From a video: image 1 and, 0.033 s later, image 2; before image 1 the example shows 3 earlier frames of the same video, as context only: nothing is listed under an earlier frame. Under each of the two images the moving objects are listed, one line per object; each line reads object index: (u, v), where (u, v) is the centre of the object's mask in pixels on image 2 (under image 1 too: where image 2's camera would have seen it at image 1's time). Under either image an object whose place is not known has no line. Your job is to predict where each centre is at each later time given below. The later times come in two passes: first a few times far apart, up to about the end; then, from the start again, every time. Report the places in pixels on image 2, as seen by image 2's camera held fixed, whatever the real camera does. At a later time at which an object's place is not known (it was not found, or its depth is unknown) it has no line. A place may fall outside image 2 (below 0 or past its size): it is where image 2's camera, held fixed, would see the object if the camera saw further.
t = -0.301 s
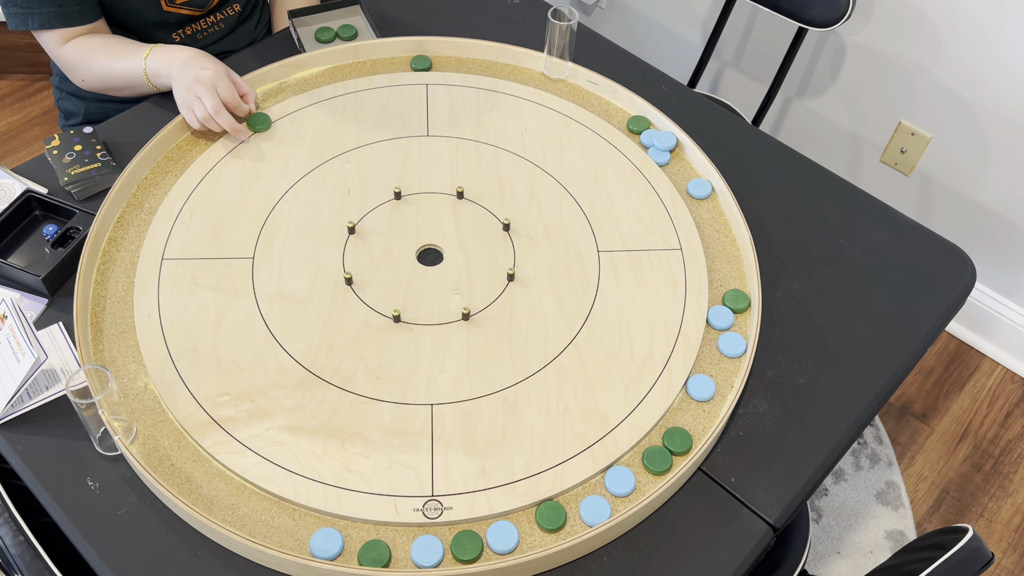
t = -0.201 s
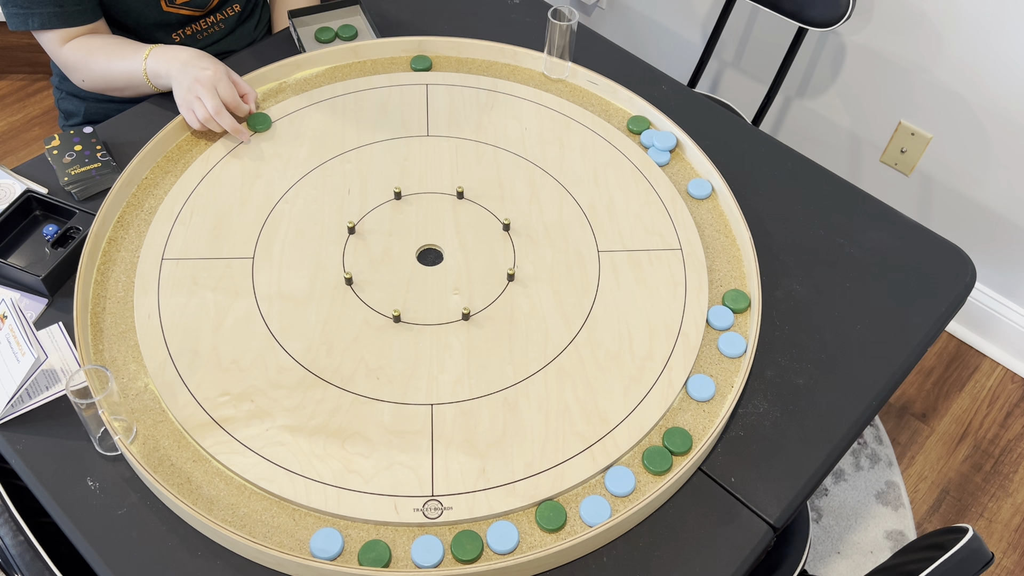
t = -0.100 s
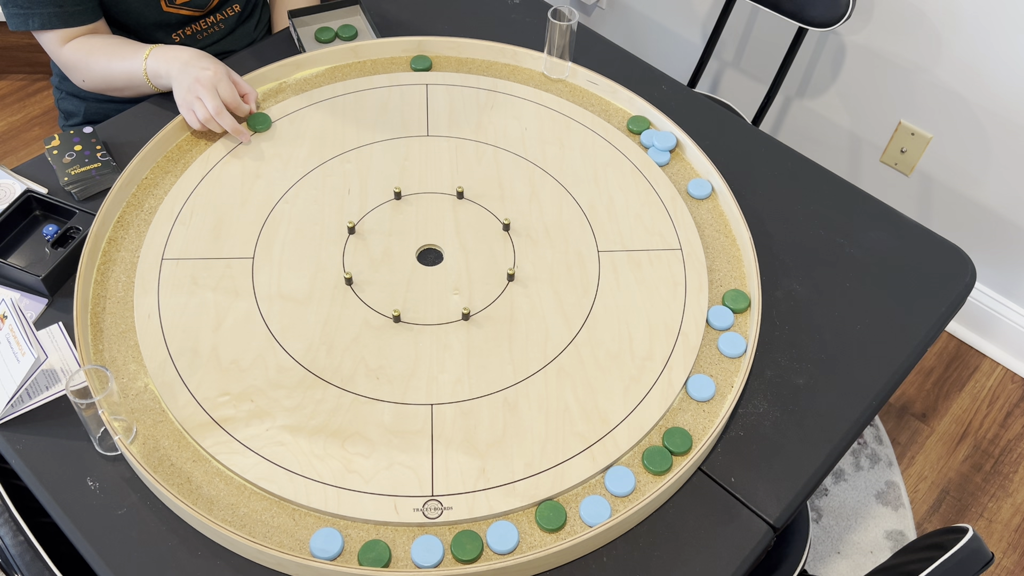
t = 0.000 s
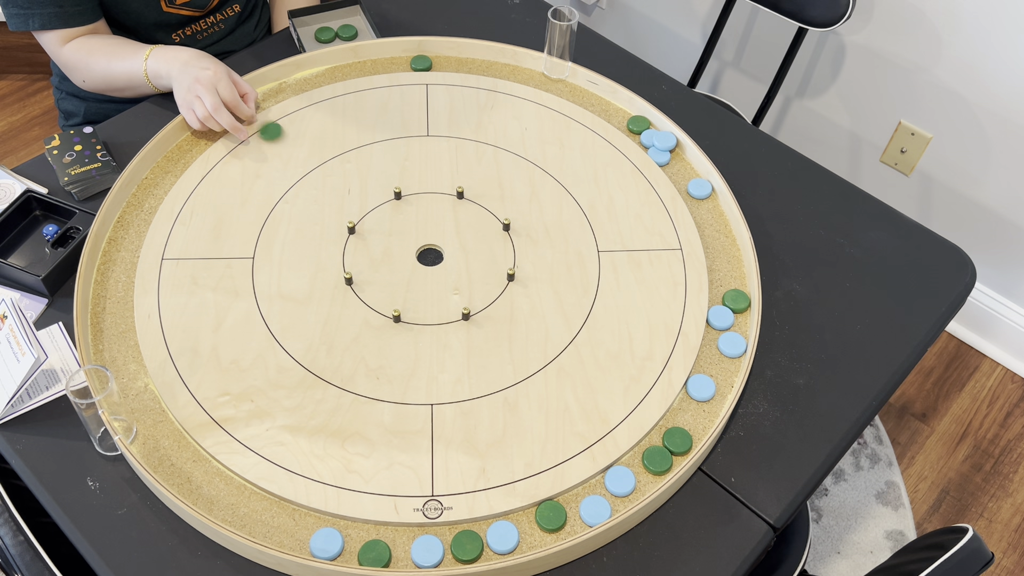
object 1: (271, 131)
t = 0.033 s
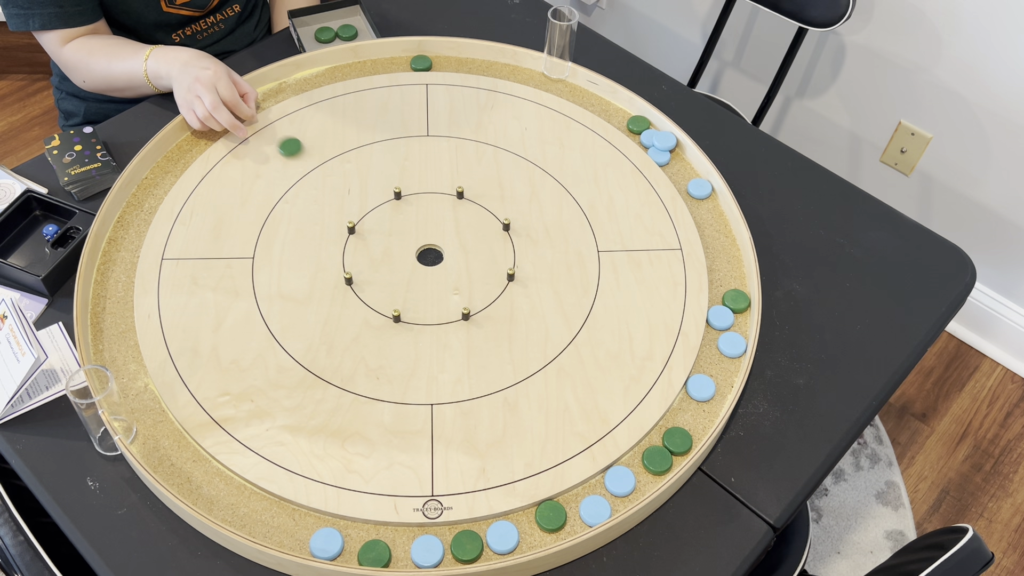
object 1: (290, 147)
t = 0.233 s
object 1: (403, 237)
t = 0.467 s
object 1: (492, 283)
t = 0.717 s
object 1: (550, 314)
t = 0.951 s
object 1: (571, 321)
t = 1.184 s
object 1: (568, 318)
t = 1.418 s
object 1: (567, 319)
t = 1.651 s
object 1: (567, 319)
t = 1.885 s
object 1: (567, 319)
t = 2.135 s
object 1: (567, 319)
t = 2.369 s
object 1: (567, 319)
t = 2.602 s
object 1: (567, 319)
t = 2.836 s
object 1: (567, 319)
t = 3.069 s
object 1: (567, 319)
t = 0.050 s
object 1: (300, 155)
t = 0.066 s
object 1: (309, 162)
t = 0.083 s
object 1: (319, 170)
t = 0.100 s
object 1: (329, 178)
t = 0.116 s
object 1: (339, 186)
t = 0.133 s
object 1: (348, 193)
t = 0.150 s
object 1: (358, 201)
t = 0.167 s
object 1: (367, 208)
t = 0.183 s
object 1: (376, 216)
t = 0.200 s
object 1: (386, 223)
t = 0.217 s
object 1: (394, 230)
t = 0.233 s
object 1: (403, 237)
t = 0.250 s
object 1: (412, 244)
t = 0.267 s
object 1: (422, 252)
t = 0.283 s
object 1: (430, 257)
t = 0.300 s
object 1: (436, 260)
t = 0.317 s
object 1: (442, 260)
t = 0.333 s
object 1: (448, 260)
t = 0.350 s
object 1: (454, 262)
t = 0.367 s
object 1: (459, 266)
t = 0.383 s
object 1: (465, 272)
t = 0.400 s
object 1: (471, 276)
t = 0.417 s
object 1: (476, 279)
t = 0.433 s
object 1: (482, 281)
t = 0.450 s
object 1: (487, 282)
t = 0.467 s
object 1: (492, 283)
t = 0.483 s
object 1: (496, 287)
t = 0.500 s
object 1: (502, 292)
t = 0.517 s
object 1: (506, 295)
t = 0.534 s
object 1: (511, 296)
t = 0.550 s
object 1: (515, 297)
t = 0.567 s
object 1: (520, 299)
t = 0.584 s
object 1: (524, 301)
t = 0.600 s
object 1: (528, 304)
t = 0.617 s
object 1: (531, 306)
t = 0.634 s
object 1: (535, 307)
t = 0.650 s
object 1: (539, 308)
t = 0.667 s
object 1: (542, 310)
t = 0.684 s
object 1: (545, 312)
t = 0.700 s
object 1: (548, 314)
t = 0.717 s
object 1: (550, 314)
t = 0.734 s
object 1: (553, 315)
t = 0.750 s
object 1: (555, 317)
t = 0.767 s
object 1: (557, 318)
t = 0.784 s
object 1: (559, 320)
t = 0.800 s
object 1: (561, 320)
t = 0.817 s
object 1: (562, 320)
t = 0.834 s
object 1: (564, 321)
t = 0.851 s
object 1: (565, 322)
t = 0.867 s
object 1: (566, 322)
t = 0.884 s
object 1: (567, 322)
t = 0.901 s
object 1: (568, 322)
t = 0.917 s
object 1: (569, 322)
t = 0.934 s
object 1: (570, 322)
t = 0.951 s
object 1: (571, 321)
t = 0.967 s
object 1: (571, 320)
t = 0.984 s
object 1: (572, 321)
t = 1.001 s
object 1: (572, 320)
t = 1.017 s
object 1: (572, 319)
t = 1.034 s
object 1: (572, 319)
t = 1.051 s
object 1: (571, 318)
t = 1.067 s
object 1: (571, 318)
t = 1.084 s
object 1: (571, 317)
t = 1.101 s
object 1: (570, 318)
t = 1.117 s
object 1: (570, 317)
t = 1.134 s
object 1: (569, 317)
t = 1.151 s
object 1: (569, 317)
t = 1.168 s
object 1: (569, 317)
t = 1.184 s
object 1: (568, 318)
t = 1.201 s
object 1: (568, 318)
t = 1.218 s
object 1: (567, 318)
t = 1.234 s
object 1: (567, 318)
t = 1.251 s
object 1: (567, 319)
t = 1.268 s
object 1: (567, 319)
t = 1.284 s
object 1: (567, 319)
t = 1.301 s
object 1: (567, 319)
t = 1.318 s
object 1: (567, 319)
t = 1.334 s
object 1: (567, 319)
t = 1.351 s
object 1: (567, 319)
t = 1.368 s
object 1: (567, 319)
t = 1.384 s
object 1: (567, 319)
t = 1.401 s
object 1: (567, 319)
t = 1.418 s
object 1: (567, 319)
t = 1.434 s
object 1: (567, 319)
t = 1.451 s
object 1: (567, 319)
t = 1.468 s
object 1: (567, 319)
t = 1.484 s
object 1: (567, 319)
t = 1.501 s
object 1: (567, 319)
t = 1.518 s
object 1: (567, 319)
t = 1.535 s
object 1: (567, 319)
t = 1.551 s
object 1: (567, 319)
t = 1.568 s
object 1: (567, 319)
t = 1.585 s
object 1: (567, 319)
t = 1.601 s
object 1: (567, 319)
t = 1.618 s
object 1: (567, 319)
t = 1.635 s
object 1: (567, 319)
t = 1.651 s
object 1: (567, 319)
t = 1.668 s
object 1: (567, 319)
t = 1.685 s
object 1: (567, 319)
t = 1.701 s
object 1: (567, 319)
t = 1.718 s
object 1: (567, 319)
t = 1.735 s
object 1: (567, 319)
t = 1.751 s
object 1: (567, 319)
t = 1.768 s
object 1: (567, 319)
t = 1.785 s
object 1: (567, 319)
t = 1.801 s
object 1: (567, 319)
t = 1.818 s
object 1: (567, 319)
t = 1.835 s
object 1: (567, 319)
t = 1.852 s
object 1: (567, 319)
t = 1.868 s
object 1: (567, 319)
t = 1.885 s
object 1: (567, 319)
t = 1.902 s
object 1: (567, 319)
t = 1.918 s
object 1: (567, 319)
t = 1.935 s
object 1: (567, 319)
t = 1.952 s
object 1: (567, 319)
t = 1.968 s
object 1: (567, 319)
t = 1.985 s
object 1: (567, 319)
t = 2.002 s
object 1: (567, 319)
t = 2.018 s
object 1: (567, 319)
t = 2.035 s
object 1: (567, 319)
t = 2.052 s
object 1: (567, 319)
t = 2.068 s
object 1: (567, 319)
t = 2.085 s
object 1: (567, 319)
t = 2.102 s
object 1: (567, 319)
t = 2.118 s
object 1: (567, 319)
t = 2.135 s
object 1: (567, 319)
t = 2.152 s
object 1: (567, 319)
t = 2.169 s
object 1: (567, 319)
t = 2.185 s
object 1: (567, 319)
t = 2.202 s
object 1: (567, 319)
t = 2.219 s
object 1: (567, 319)
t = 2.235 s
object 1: (567, 319)
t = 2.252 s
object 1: (567, 319)
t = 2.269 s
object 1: (567, 319)
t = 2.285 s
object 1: (567, 319)
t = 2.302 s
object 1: (567, 319)
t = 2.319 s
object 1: (567, 319)
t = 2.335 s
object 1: (567, 319)
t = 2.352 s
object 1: (567, 319)
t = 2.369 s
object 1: (567, 319)
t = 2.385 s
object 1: (567, 319)
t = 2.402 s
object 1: (567, 319)
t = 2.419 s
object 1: (567, 319)
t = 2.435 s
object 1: (567, 319)
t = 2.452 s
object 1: (567, 319)
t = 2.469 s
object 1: (567, 319)
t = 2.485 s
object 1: (567, 319)
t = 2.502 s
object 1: (567, 319)
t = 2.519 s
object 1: (567, 319)
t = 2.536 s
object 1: (567, 319)
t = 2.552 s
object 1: (567, 319)
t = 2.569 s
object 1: (567, 319)
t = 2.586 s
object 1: (567, 319)
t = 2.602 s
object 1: (567, 319)
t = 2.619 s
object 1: (567, 319)
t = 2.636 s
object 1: (567, 319)
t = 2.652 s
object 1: (567, 319)
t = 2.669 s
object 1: (567, 319)
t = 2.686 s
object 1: (567, 319)
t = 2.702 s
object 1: (567, 319)
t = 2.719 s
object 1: (567, 319)
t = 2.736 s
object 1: (567, 319)
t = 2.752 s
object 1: (567, 319)
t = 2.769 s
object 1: (567, 319)
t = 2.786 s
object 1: (567, 319)
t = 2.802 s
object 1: (567, 319)
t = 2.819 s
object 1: (567, 319)
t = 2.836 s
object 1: (567, 319)
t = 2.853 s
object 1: (567, 319)
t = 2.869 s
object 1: (567, 319)
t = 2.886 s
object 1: (567, 319)
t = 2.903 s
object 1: (567, 319)
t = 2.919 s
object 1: (567, 319)
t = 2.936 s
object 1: (567, 319)
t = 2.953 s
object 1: (567, 319)
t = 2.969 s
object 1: (567, 319)
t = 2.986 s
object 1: (567, 319)
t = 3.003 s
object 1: (567, 319)
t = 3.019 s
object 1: (567, 319)
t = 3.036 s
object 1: (567, 319)
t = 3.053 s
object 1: (567, 319)
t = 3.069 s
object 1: (567, 319)
